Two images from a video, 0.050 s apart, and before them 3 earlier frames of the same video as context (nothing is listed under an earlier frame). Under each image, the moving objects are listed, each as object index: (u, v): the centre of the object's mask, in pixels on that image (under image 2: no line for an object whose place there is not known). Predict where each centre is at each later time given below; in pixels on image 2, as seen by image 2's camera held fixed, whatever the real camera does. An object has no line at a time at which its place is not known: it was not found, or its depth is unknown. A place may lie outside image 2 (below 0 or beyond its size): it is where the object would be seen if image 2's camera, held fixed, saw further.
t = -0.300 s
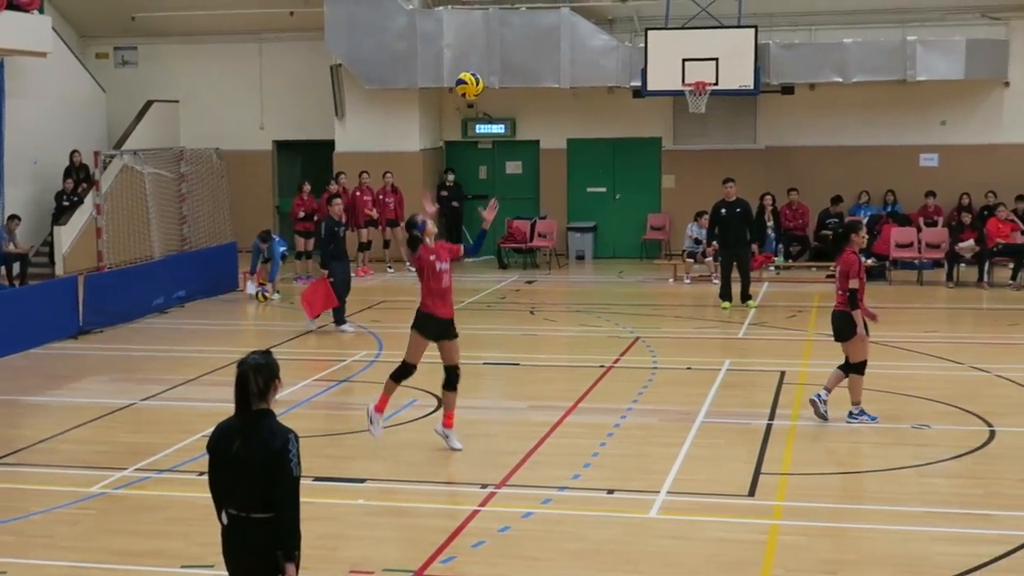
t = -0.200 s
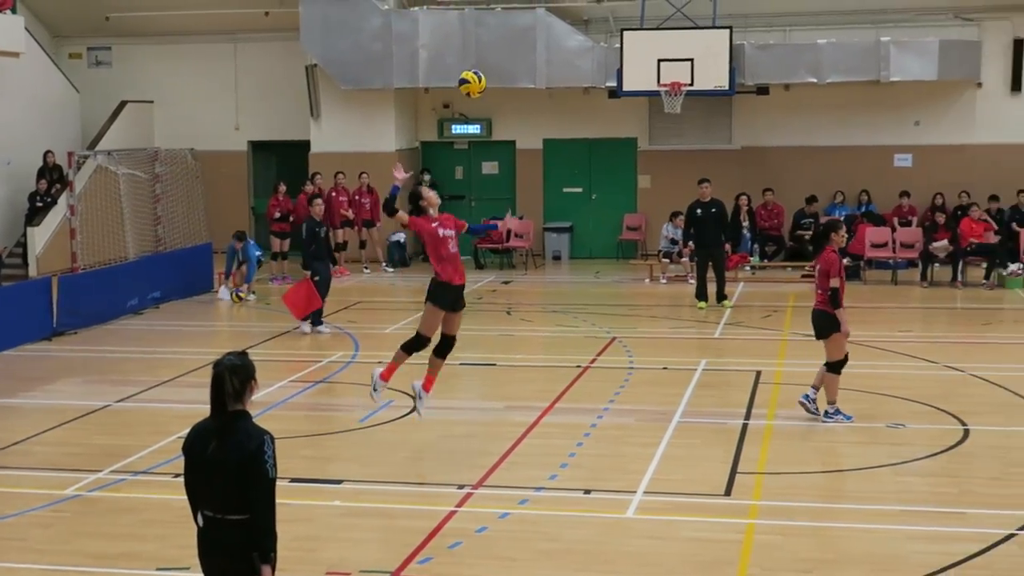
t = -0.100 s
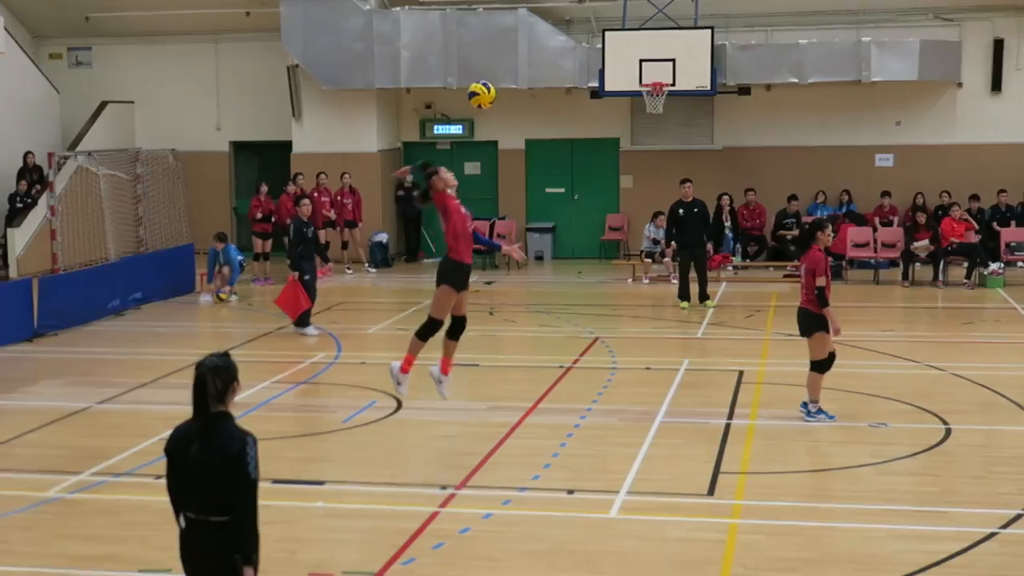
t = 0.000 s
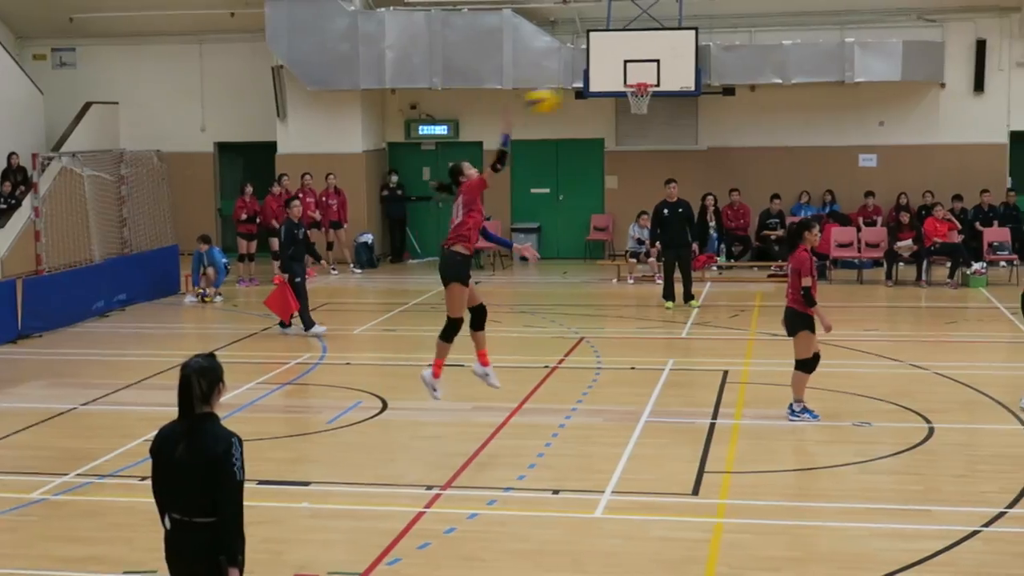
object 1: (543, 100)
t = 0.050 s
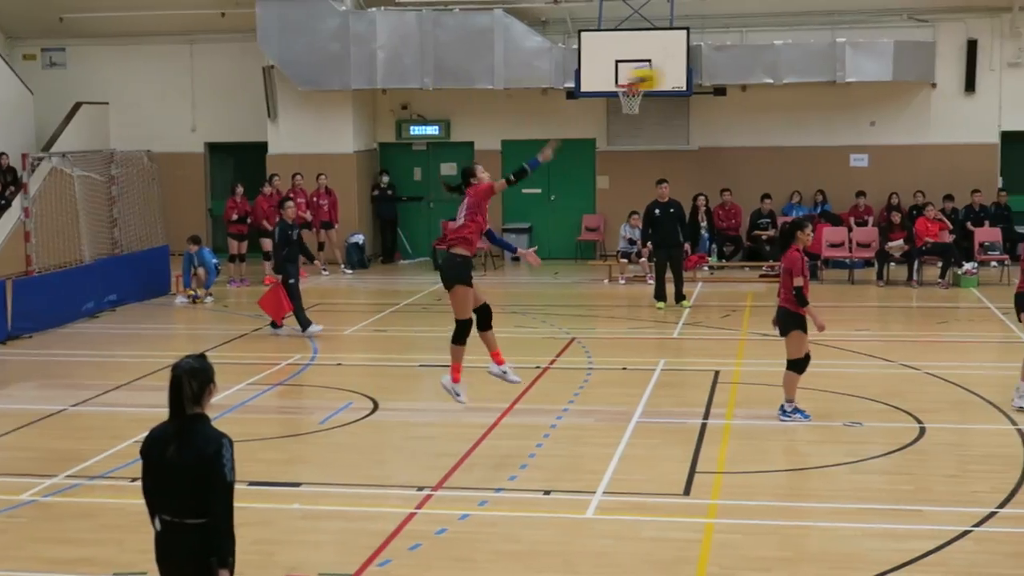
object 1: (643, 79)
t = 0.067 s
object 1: (682, 71)
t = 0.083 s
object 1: (716, 65)
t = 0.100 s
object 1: (751, 59)
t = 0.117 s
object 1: (787, 53)
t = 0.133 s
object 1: (822, 47)
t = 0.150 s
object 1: (856, 42)
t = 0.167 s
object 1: (892, 36)
